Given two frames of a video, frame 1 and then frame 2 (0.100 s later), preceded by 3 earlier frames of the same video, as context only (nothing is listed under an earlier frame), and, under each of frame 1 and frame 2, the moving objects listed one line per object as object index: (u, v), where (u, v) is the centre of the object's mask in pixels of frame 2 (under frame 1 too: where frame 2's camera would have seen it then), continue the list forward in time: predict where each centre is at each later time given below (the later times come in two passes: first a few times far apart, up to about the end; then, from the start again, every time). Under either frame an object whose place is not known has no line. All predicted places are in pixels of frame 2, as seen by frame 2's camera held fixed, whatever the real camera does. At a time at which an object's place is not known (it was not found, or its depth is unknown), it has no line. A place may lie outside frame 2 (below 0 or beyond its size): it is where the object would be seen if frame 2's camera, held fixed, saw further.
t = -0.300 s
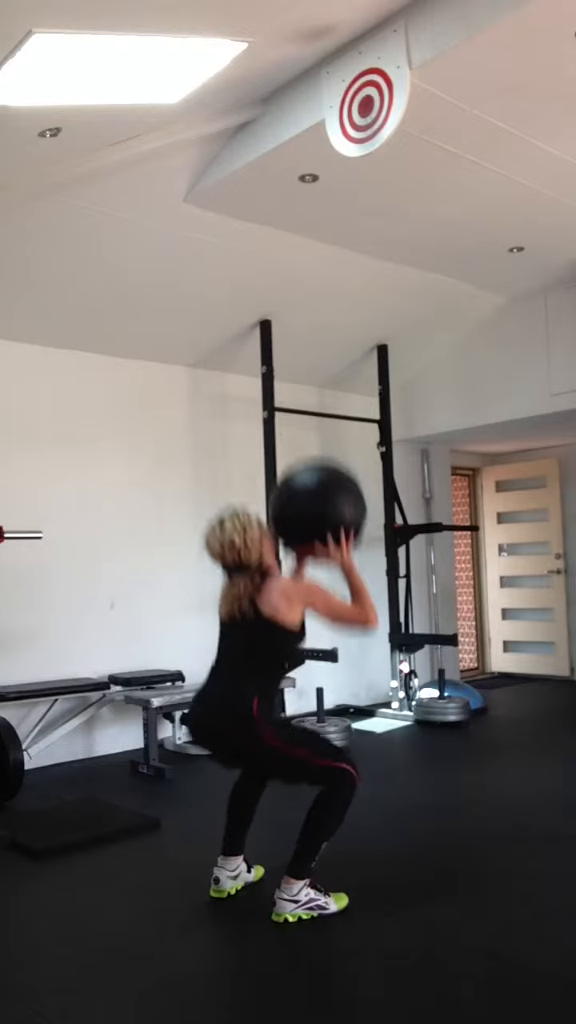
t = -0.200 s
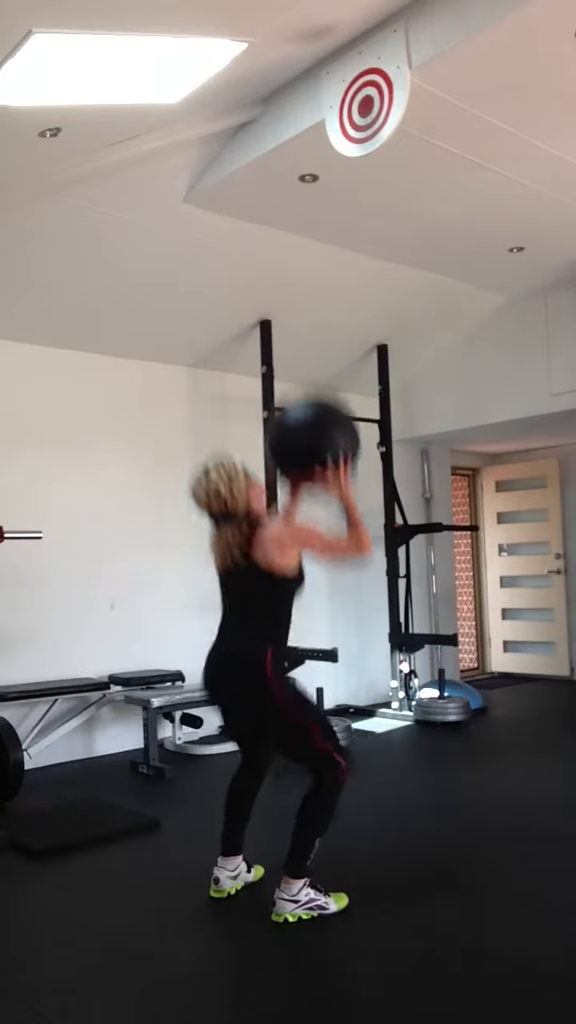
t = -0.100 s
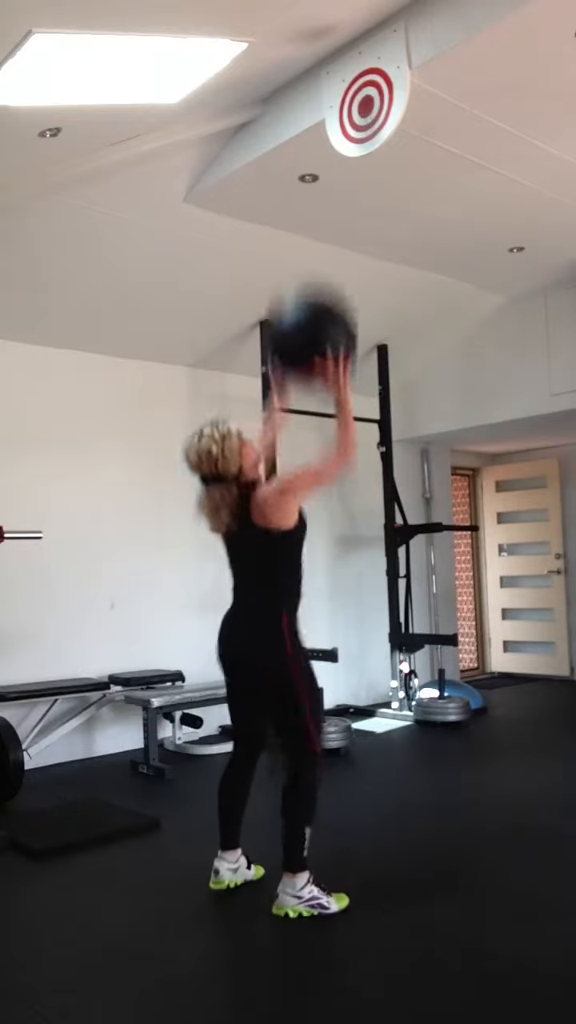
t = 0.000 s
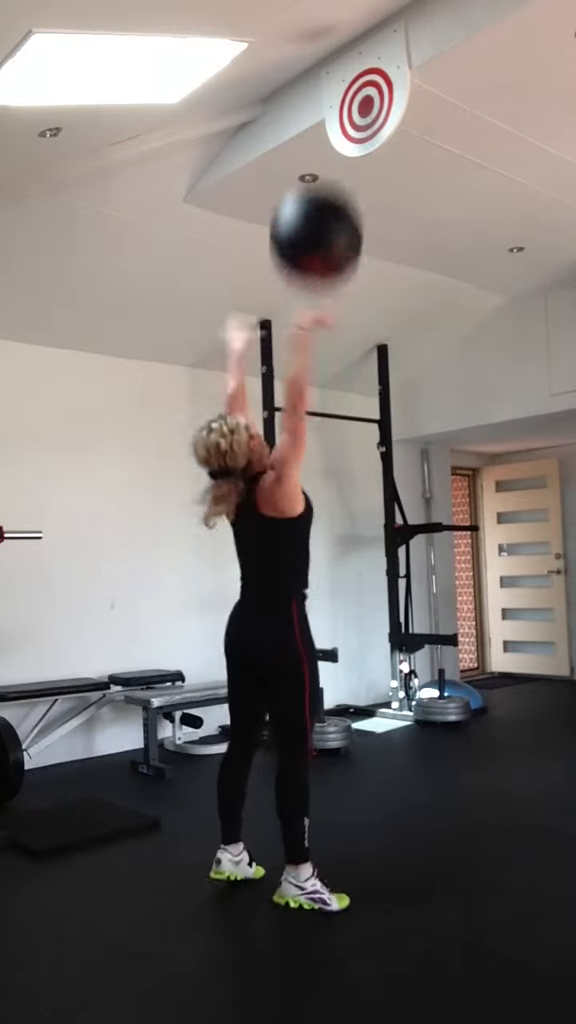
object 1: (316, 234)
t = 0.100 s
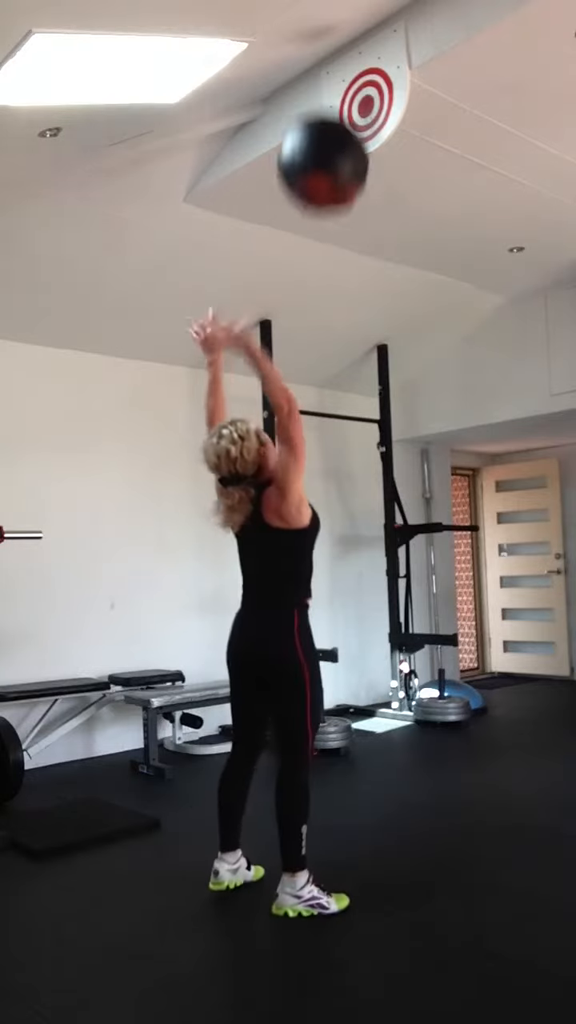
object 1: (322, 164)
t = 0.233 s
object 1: (333, 105)
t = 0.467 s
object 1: (337, 98)
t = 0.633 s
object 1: (327, 165)
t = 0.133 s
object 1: (325, 146)
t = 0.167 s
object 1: (327, 130)
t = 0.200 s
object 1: (332, 116)
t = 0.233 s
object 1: (333, 105)
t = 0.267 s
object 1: (337, 98)
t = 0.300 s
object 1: (340, 94)
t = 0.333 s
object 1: (344, 92)
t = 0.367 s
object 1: (345, 91)
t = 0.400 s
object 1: (343, 92)
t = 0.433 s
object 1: (340, 93)
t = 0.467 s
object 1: (337, 98)
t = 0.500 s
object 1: (335, 106)
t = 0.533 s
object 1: (332, 116)
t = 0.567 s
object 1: (331, 129)
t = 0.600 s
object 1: (328, 146)
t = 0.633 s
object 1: (327, 165)
